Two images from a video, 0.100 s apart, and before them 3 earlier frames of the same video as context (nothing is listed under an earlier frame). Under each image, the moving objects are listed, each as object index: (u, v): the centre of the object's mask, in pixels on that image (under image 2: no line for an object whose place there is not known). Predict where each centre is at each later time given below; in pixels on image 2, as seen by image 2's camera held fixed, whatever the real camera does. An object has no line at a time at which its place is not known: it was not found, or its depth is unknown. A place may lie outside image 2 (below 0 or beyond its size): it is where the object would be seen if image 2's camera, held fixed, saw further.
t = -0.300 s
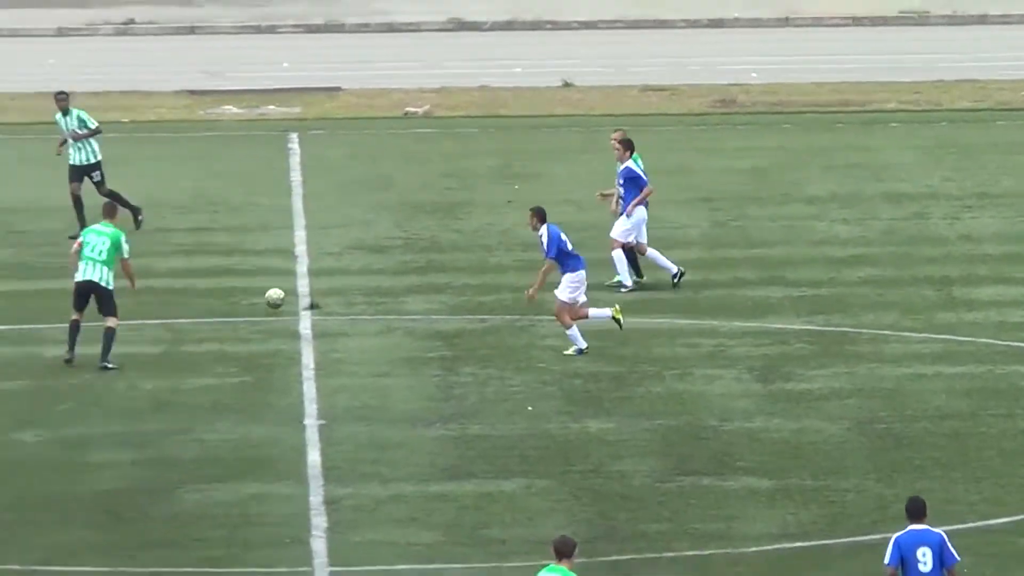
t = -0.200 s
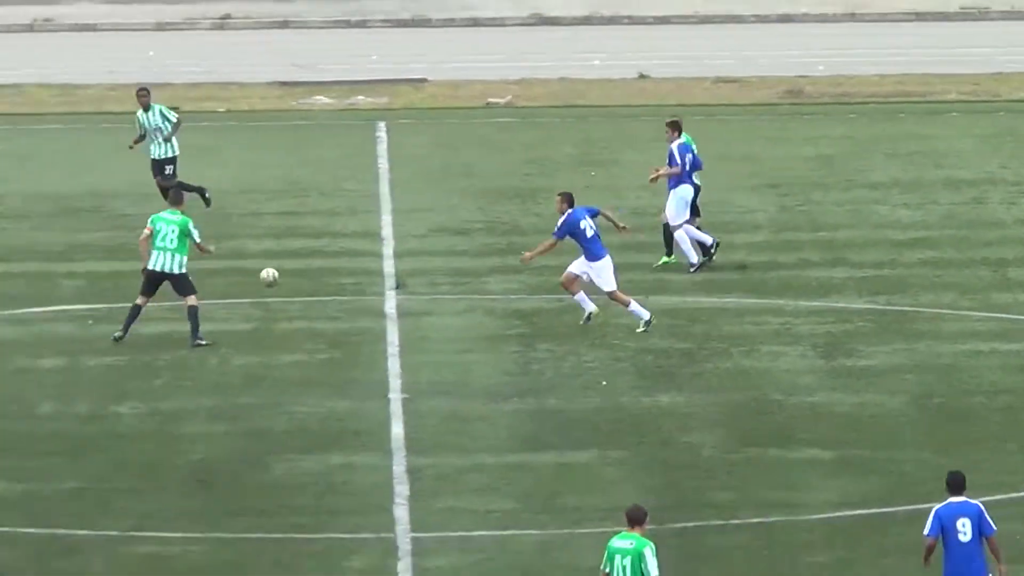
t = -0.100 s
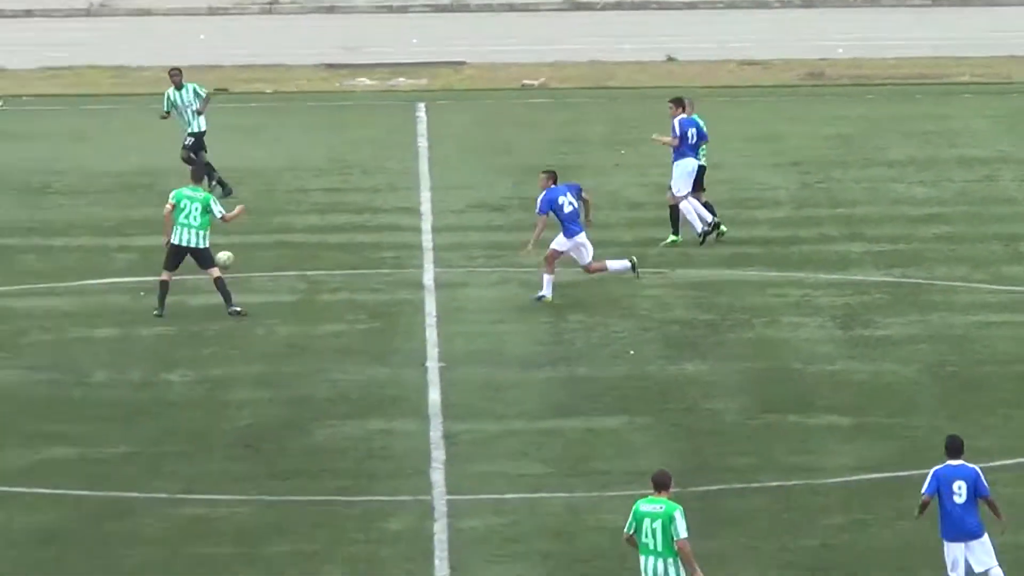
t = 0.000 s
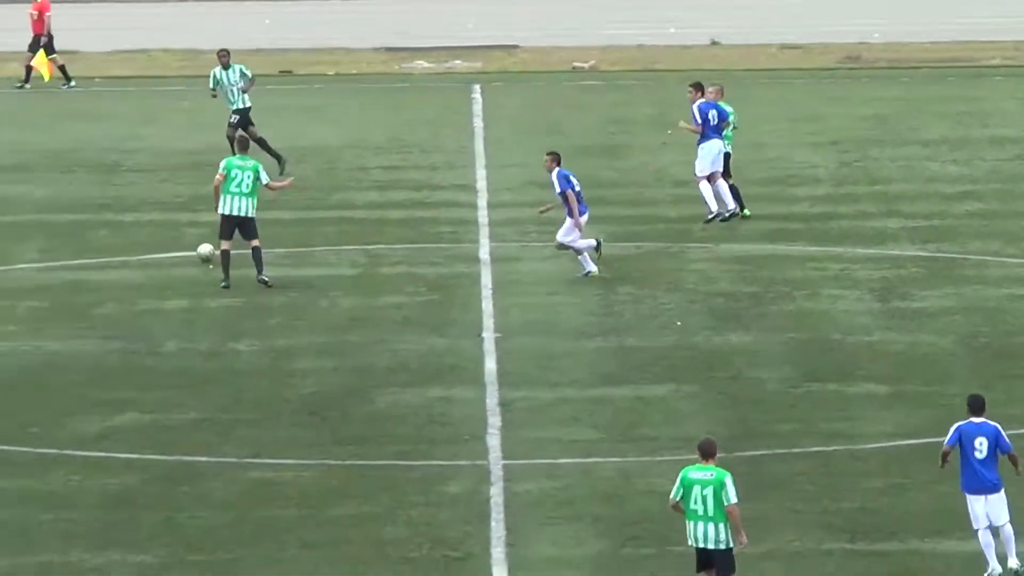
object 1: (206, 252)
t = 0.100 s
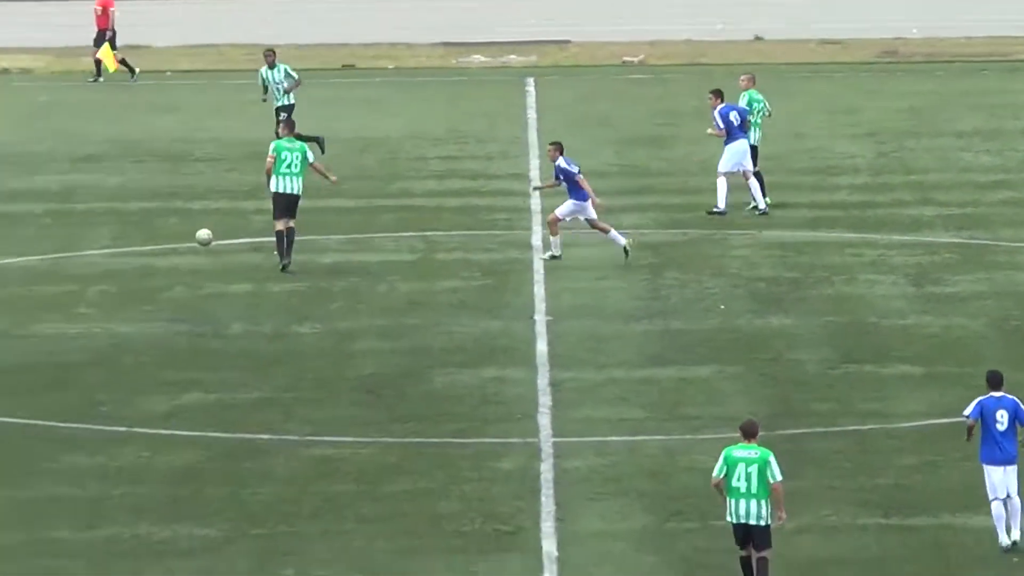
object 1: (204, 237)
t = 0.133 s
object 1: (183, 237)
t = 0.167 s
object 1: (163, 237)
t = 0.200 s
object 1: (141, 237)
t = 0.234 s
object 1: (121, 240)
